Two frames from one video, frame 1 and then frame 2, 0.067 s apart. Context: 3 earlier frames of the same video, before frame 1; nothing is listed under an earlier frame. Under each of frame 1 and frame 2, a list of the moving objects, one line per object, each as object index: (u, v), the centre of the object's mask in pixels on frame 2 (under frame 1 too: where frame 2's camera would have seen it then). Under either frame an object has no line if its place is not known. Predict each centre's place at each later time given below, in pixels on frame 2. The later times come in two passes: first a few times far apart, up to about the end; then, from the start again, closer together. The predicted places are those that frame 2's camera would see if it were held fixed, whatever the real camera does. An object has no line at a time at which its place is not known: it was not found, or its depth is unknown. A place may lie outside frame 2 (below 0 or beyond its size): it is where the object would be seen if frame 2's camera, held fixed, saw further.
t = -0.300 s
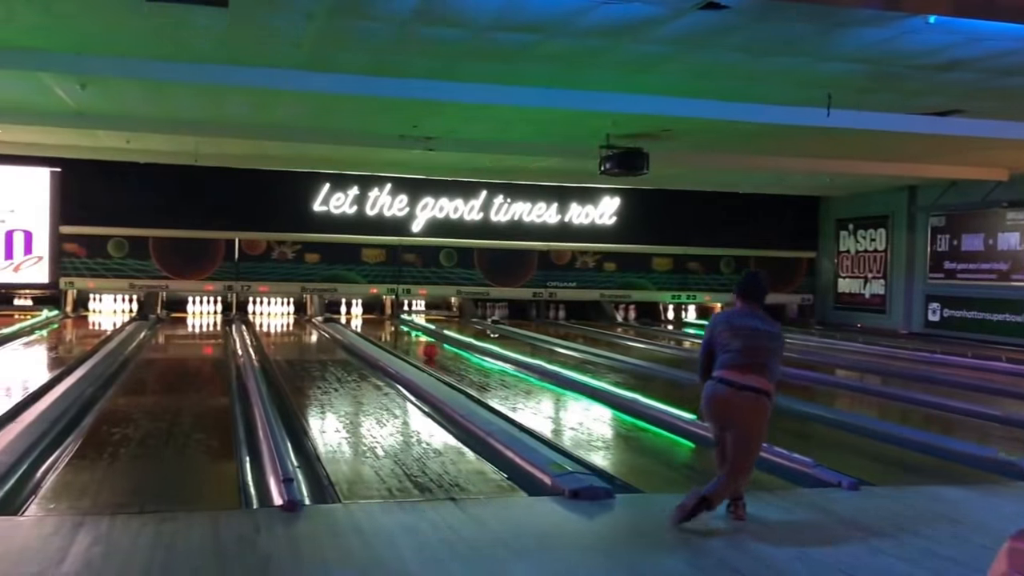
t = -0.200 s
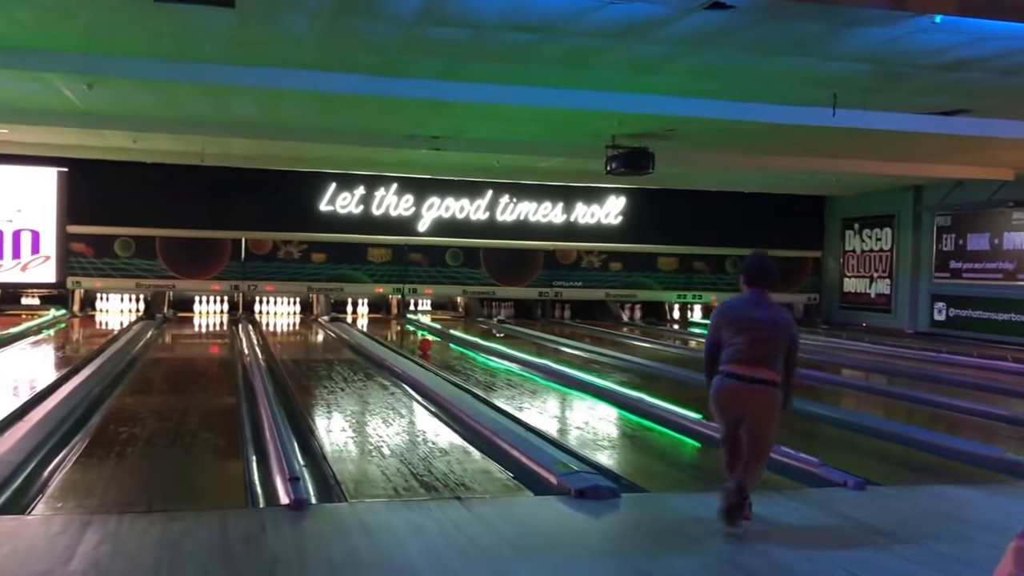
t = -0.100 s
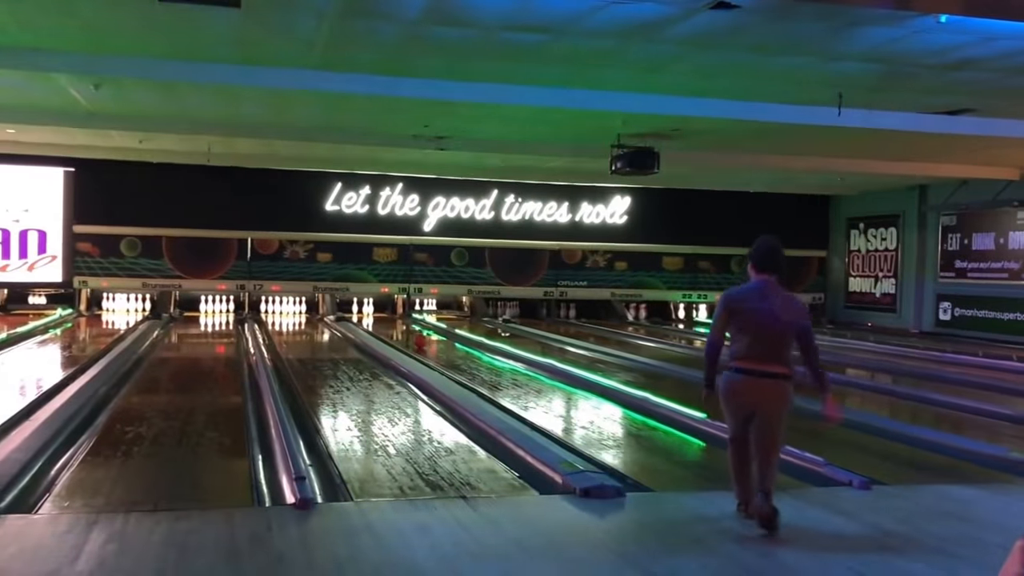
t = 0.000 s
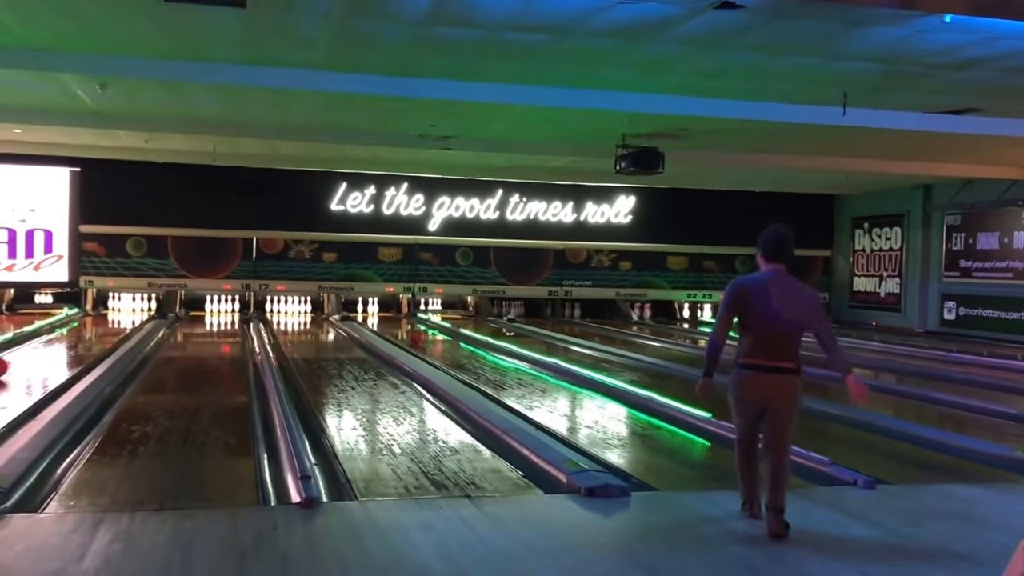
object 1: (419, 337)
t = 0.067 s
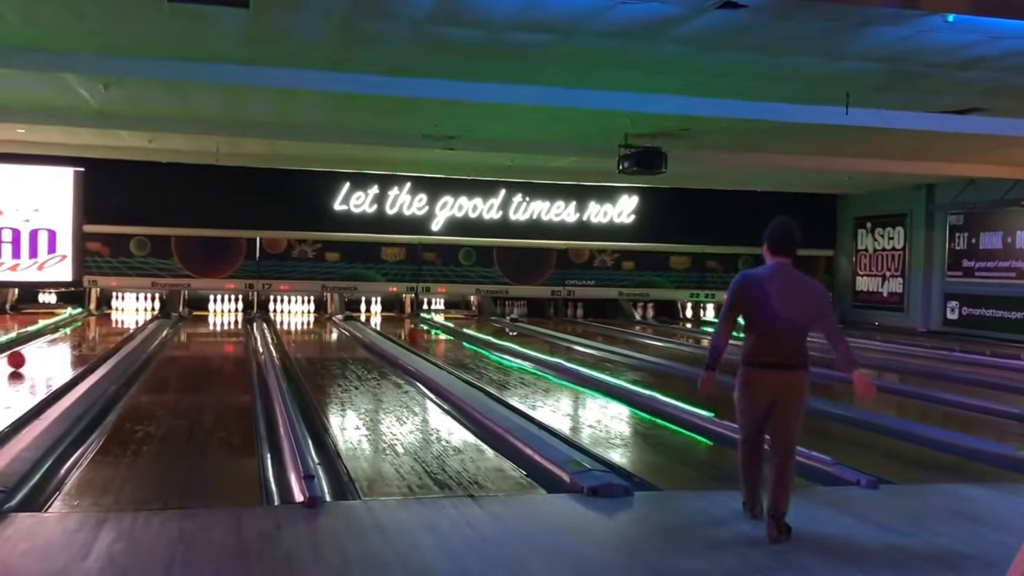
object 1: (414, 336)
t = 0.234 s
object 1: (402, 329)
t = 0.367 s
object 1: (392, 324)
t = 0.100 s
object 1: (411, 333)
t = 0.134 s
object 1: (411, 332)
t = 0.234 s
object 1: (402, 329)
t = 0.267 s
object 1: (400, 328)
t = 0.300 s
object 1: (398, 327)
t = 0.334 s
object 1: (395, 325)
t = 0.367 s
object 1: (392, 324)
